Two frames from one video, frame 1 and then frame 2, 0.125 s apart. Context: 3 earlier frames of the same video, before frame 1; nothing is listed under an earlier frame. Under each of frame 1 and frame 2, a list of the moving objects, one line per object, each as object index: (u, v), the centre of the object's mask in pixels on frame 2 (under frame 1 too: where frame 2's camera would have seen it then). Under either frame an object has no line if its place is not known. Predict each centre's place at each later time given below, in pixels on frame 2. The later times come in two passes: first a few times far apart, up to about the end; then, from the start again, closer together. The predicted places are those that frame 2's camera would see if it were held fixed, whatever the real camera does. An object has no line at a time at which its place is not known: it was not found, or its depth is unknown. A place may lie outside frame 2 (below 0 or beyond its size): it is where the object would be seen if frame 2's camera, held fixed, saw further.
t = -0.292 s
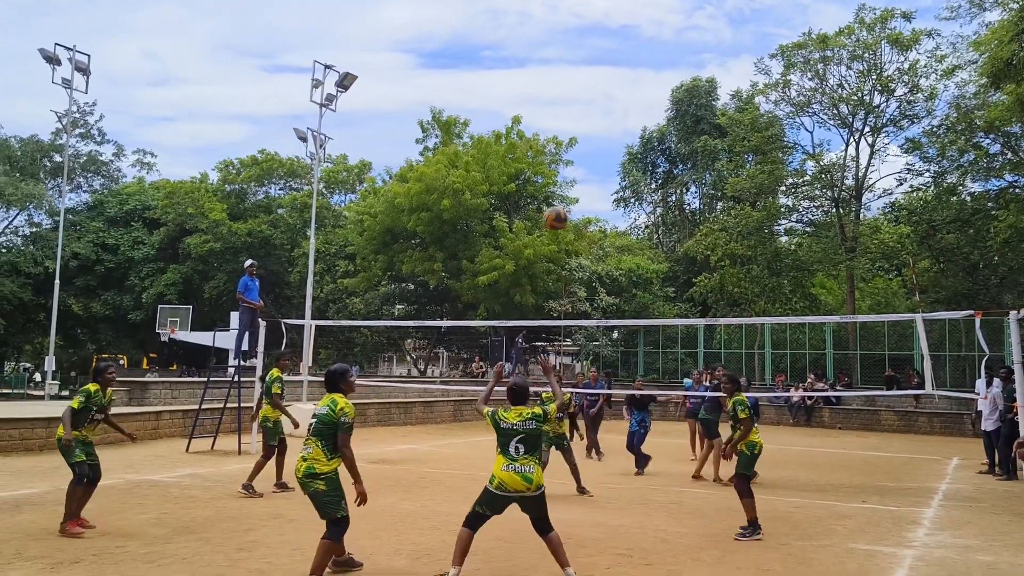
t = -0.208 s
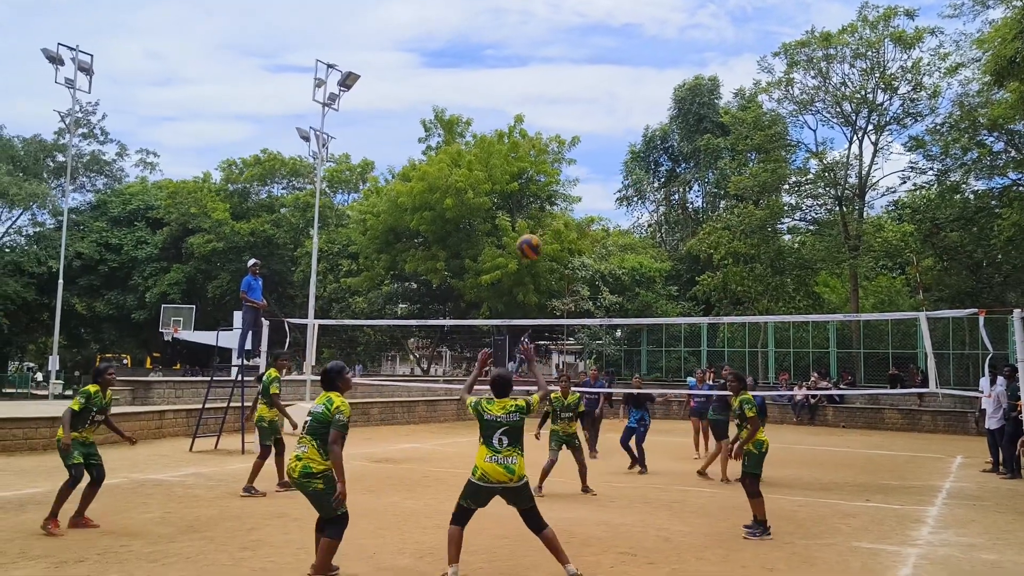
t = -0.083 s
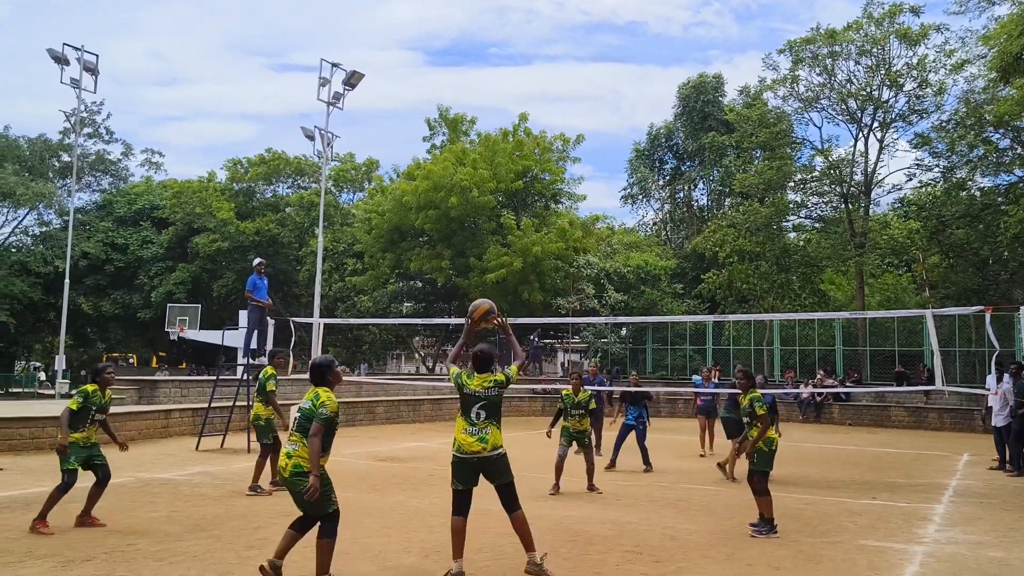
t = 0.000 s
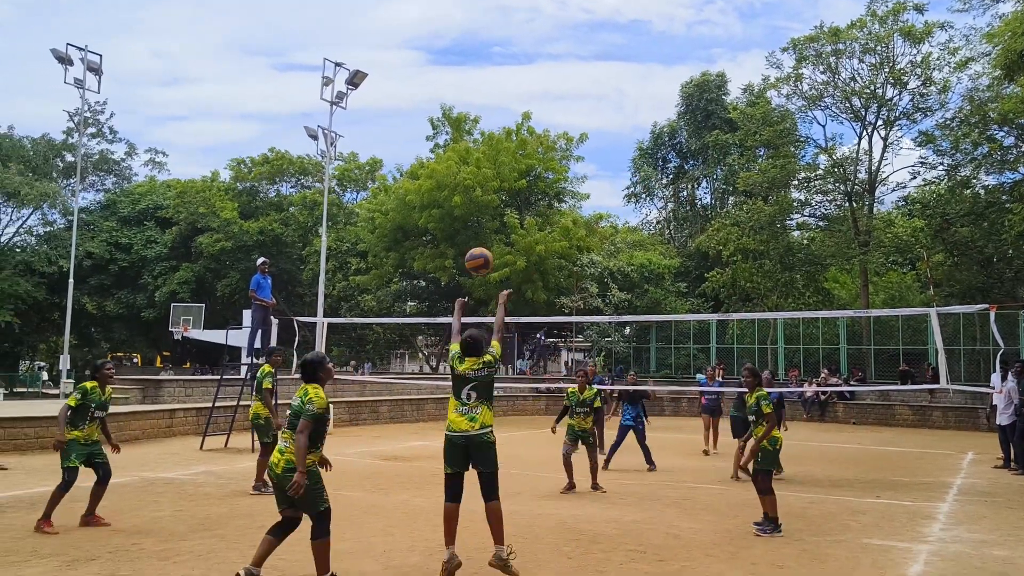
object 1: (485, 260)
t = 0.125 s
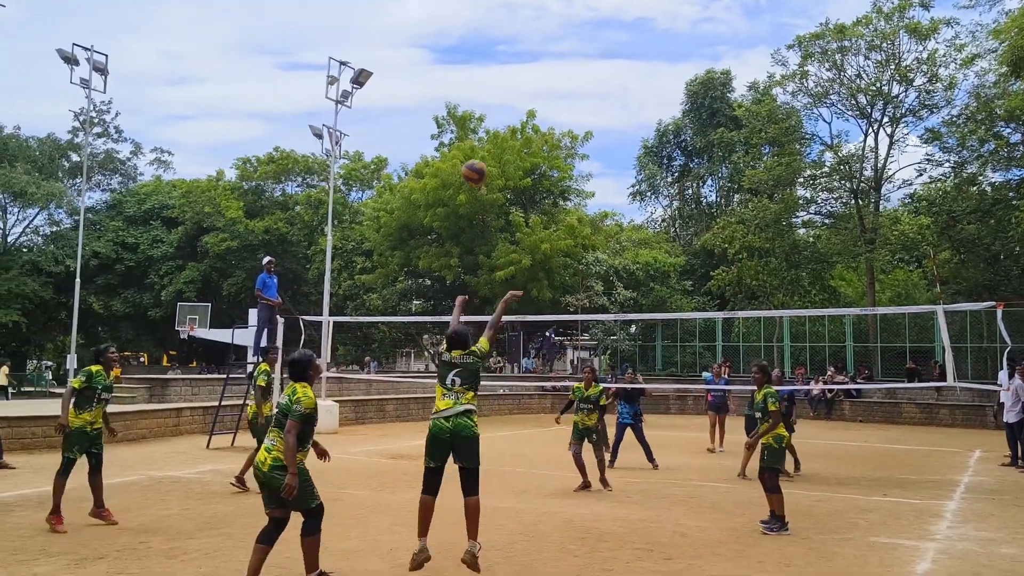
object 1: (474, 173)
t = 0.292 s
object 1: (462, 98)
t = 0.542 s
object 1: (447, 56)
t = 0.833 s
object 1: (430, 86)
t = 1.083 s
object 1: (417, 167)
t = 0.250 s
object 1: (466, 113)
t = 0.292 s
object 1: (462, 98)
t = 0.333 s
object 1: (459, 86)
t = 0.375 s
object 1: (457, 76)
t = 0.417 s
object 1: (454, 68)
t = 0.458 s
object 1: (452, 62)
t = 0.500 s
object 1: (449, 58)
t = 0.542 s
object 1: (447, 56)
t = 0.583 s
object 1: (444, 55)
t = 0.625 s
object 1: (442, 56)
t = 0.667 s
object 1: (439, 59)
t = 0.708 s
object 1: (437, 64)
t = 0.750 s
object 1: (435, 69)
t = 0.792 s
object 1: (432, 77)
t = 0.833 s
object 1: (430, 86)
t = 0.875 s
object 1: (428, 96)
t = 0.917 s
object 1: (426, 108)
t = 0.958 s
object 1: (424, 121)
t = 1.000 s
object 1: (422, 135)
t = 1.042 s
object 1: (420, 150)
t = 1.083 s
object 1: (417, 167)
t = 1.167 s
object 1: (413, 202)
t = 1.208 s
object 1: (410, 222)
